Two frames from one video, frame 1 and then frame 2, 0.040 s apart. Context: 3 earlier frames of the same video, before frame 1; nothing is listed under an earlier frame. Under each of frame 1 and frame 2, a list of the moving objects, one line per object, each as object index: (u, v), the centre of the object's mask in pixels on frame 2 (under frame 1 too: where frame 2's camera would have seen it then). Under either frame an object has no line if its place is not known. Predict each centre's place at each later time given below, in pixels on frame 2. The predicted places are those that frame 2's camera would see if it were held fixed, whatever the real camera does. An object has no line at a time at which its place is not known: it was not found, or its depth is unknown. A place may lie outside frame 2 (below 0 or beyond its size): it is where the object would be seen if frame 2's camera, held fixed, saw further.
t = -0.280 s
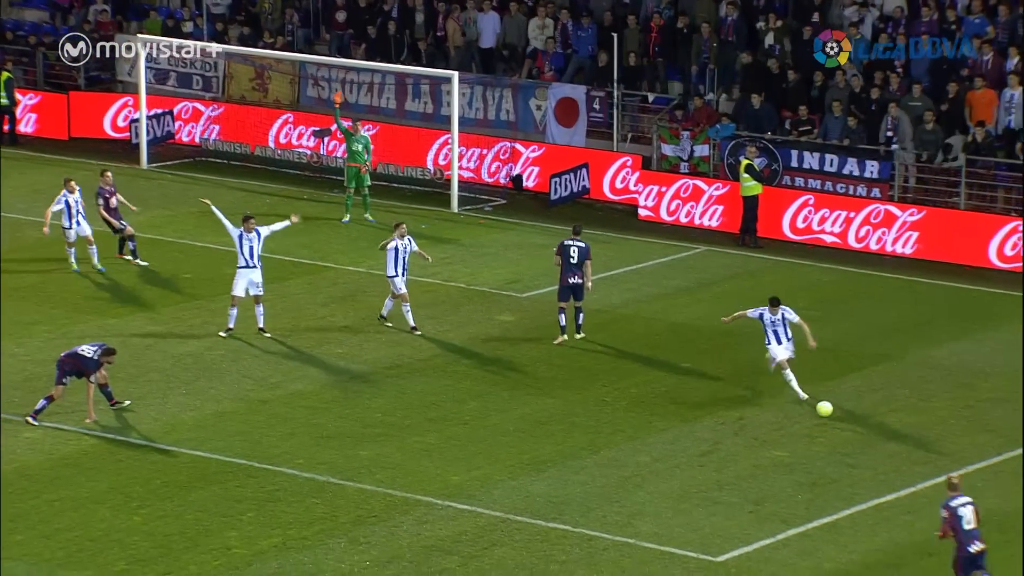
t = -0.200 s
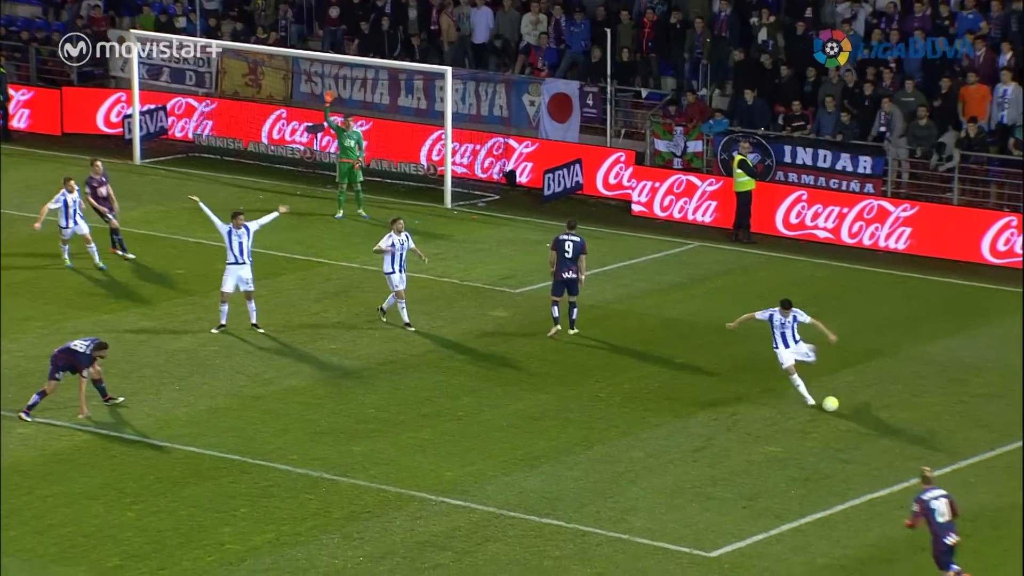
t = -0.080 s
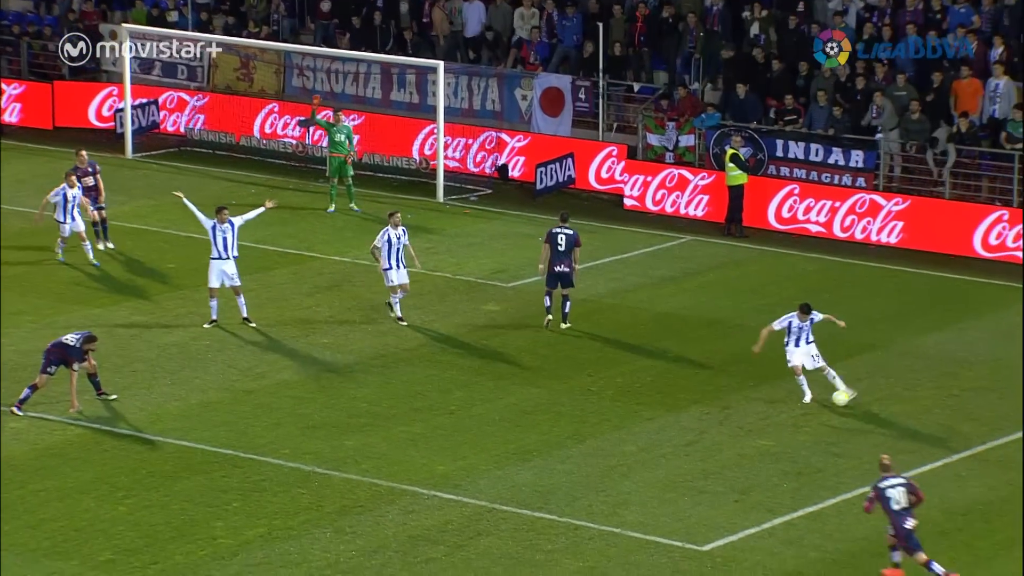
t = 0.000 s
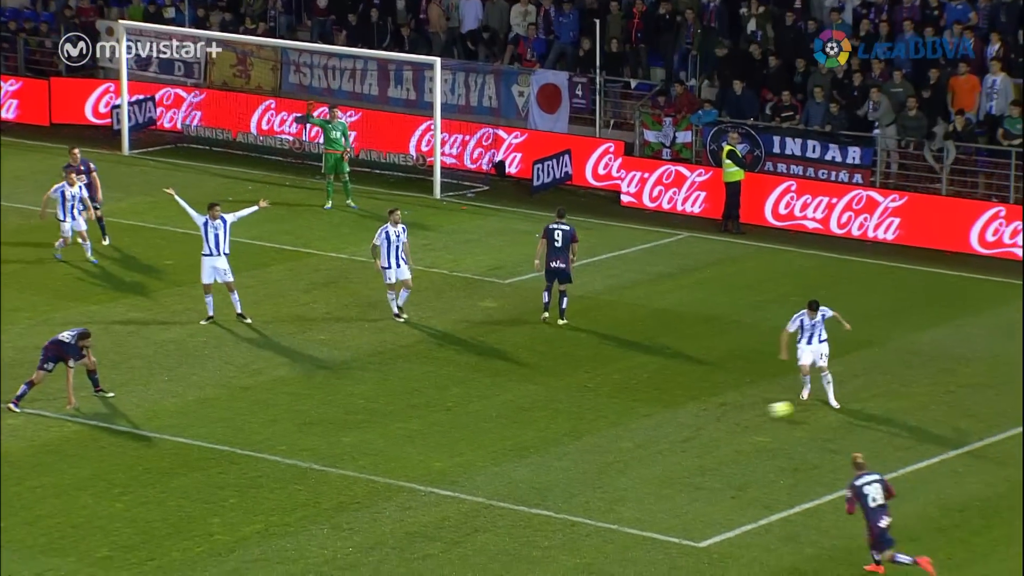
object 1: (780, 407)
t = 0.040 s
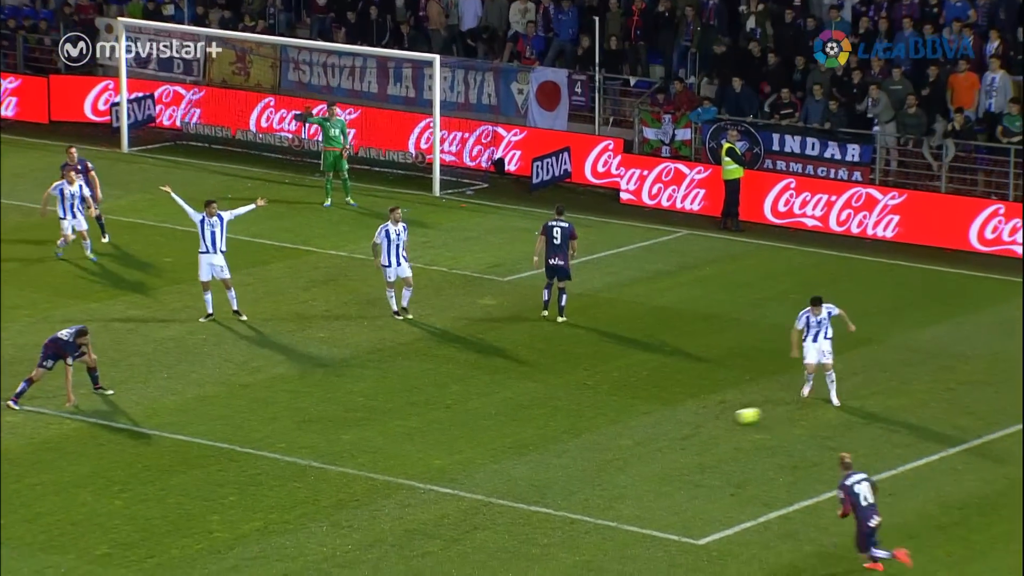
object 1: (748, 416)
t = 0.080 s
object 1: (716, 425)
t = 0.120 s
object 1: (685, 434)
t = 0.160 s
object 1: (654, 442)
